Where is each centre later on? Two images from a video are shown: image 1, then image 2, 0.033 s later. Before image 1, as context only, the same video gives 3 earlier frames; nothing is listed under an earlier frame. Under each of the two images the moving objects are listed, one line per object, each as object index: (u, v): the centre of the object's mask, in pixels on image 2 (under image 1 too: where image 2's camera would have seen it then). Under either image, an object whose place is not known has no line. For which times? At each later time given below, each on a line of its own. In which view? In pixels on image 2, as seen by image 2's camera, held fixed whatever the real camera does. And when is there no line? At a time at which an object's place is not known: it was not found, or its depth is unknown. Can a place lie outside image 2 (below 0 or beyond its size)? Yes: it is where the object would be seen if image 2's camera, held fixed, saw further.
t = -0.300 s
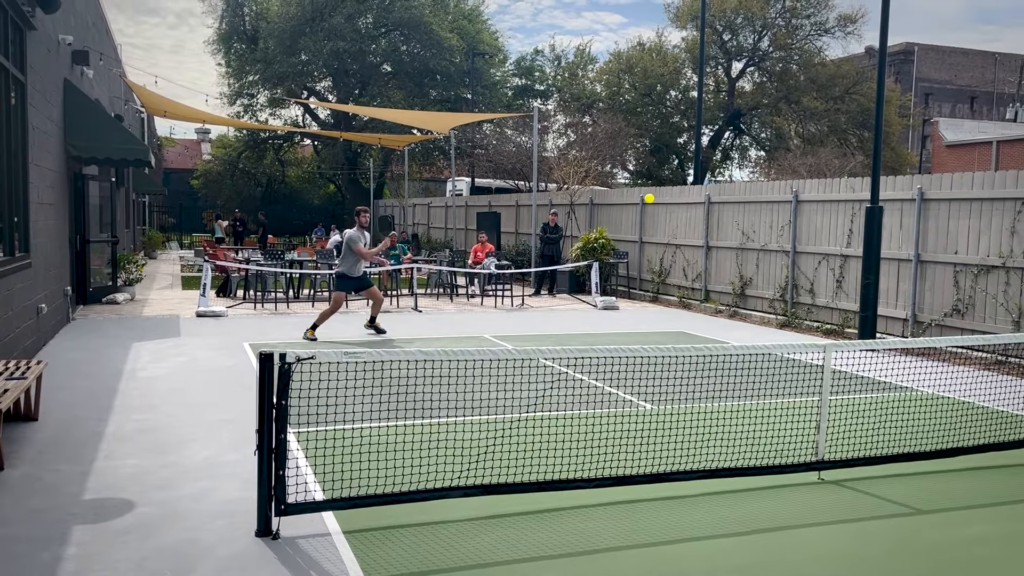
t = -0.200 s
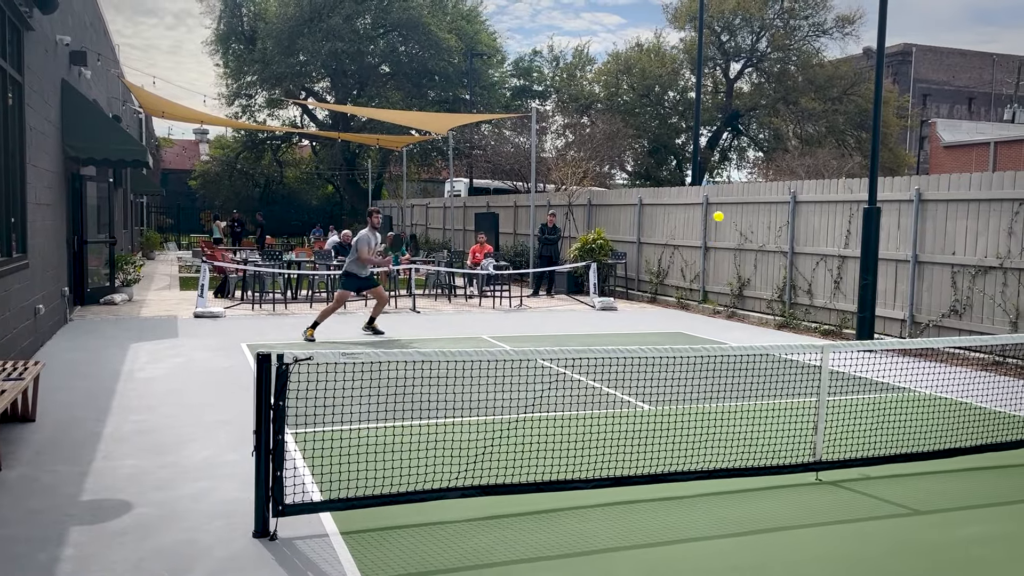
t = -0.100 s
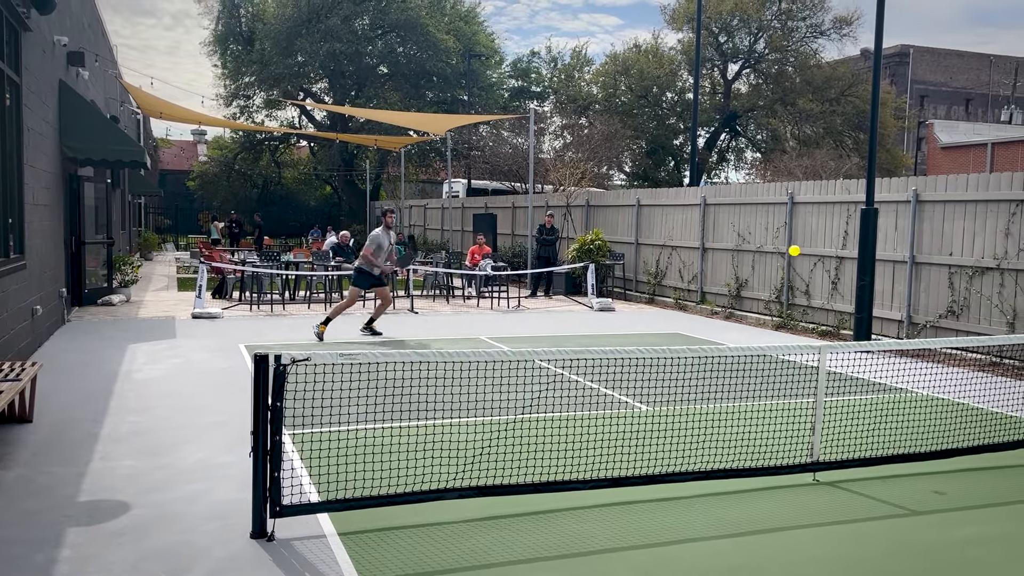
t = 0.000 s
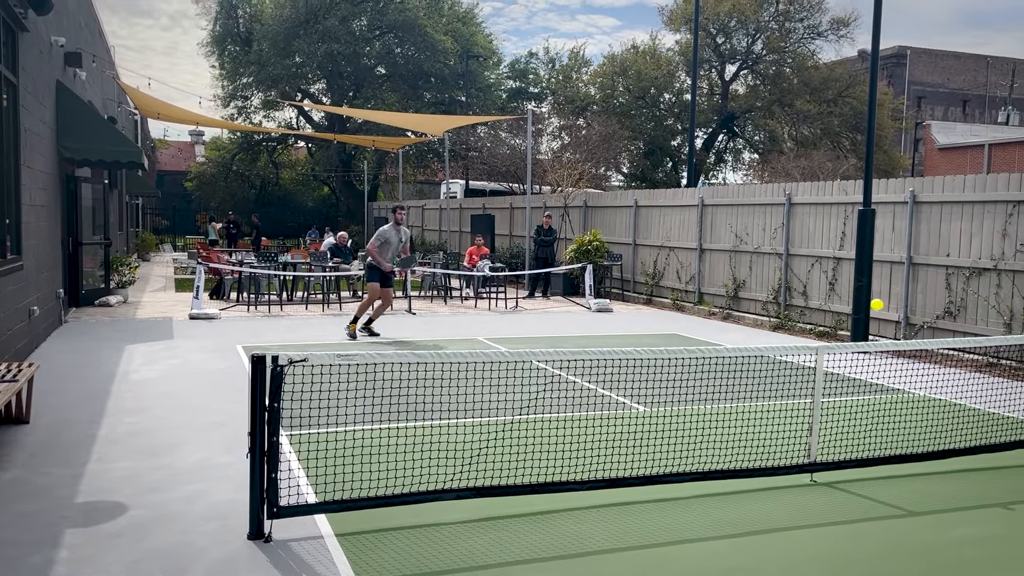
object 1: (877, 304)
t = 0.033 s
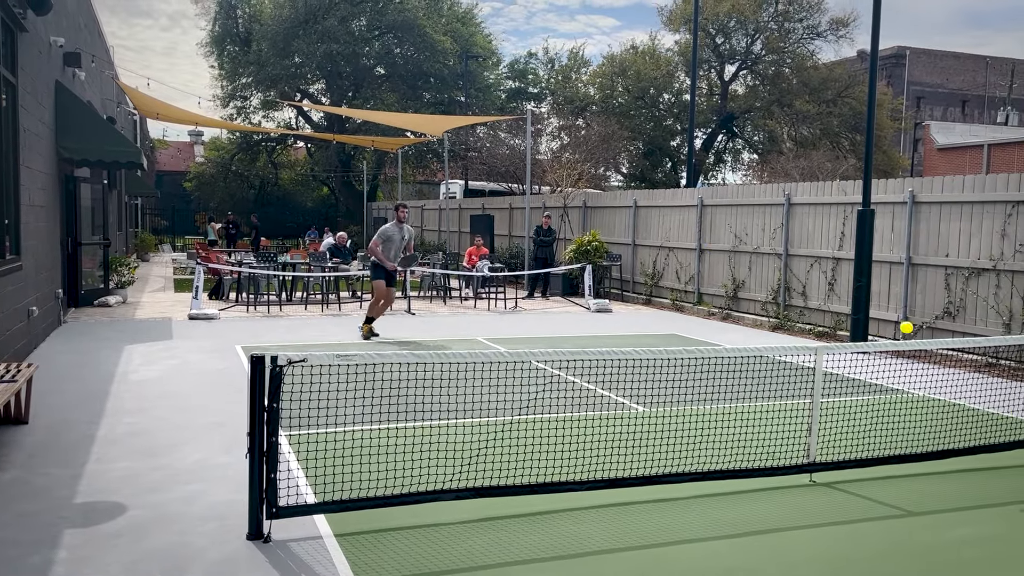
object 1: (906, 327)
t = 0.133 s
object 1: (1004, 412)
